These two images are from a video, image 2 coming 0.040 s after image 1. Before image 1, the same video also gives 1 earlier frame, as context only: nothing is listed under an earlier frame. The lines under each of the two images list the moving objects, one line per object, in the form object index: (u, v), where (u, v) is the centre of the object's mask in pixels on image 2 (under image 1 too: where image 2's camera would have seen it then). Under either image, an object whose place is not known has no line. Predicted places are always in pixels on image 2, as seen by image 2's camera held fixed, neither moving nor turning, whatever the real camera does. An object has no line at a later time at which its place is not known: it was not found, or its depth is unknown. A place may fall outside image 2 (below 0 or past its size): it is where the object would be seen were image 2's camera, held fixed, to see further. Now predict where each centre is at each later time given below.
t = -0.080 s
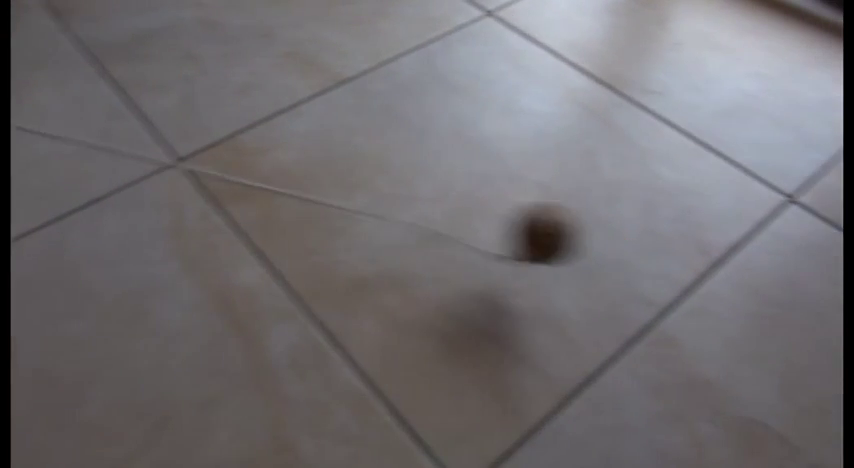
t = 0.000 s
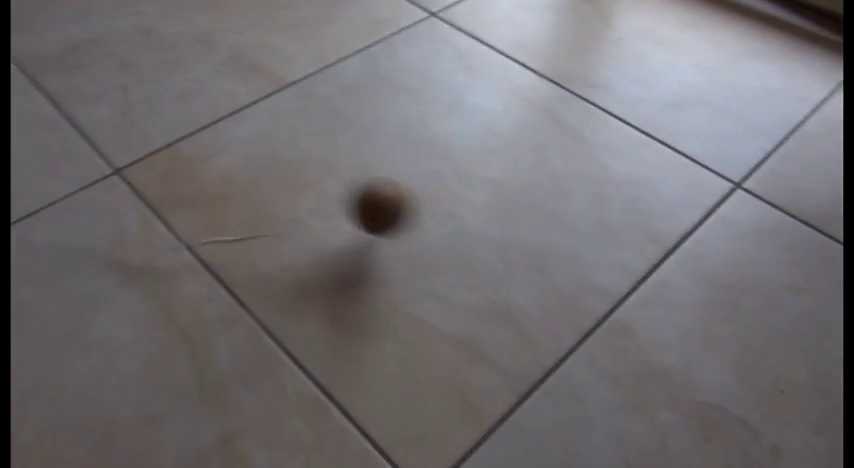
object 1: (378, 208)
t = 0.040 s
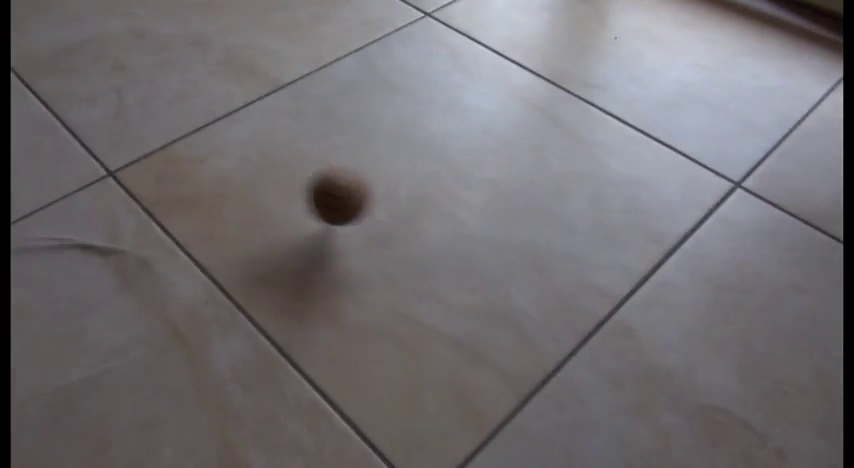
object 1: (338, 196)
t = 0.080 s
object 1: (301, 184)
